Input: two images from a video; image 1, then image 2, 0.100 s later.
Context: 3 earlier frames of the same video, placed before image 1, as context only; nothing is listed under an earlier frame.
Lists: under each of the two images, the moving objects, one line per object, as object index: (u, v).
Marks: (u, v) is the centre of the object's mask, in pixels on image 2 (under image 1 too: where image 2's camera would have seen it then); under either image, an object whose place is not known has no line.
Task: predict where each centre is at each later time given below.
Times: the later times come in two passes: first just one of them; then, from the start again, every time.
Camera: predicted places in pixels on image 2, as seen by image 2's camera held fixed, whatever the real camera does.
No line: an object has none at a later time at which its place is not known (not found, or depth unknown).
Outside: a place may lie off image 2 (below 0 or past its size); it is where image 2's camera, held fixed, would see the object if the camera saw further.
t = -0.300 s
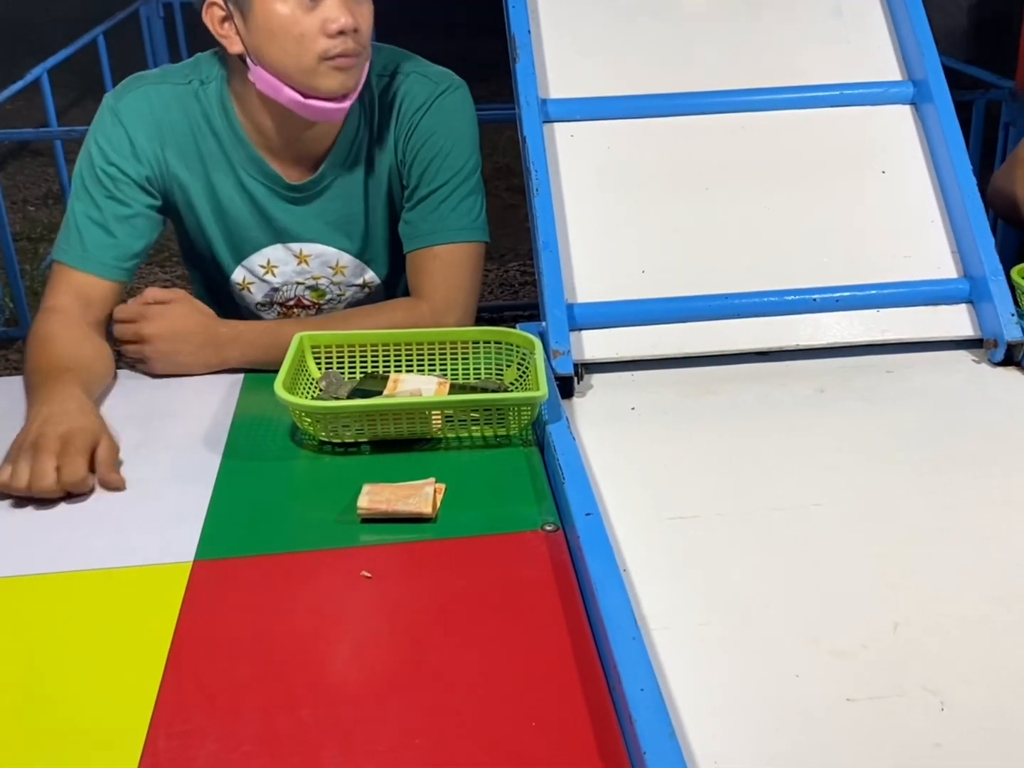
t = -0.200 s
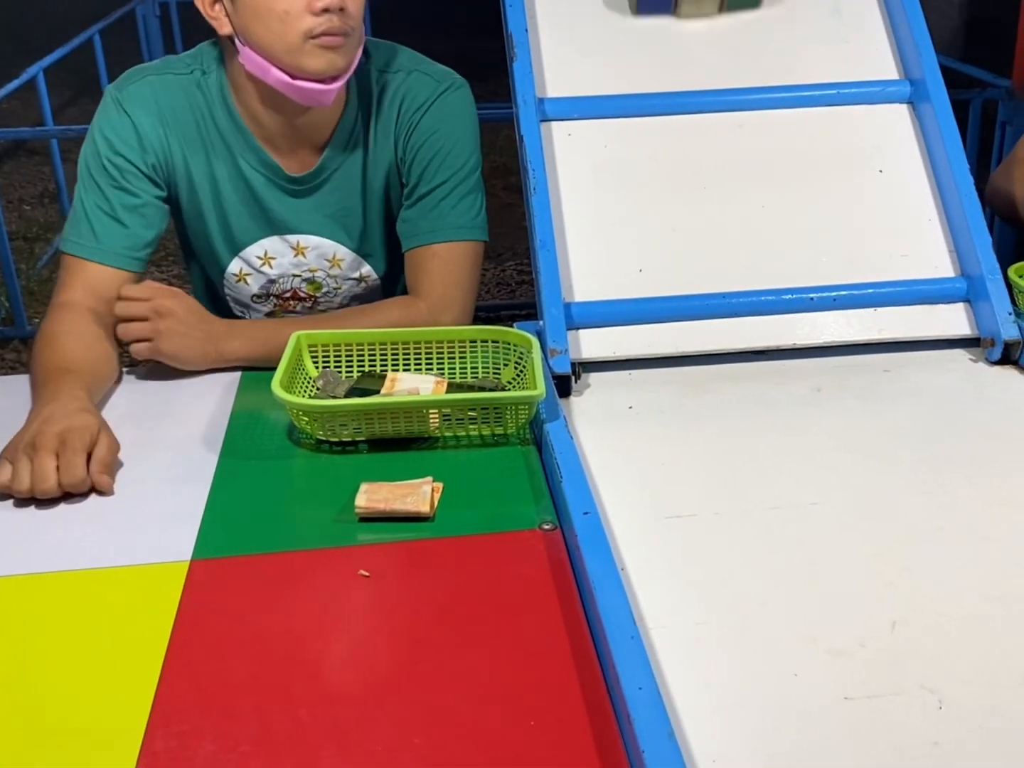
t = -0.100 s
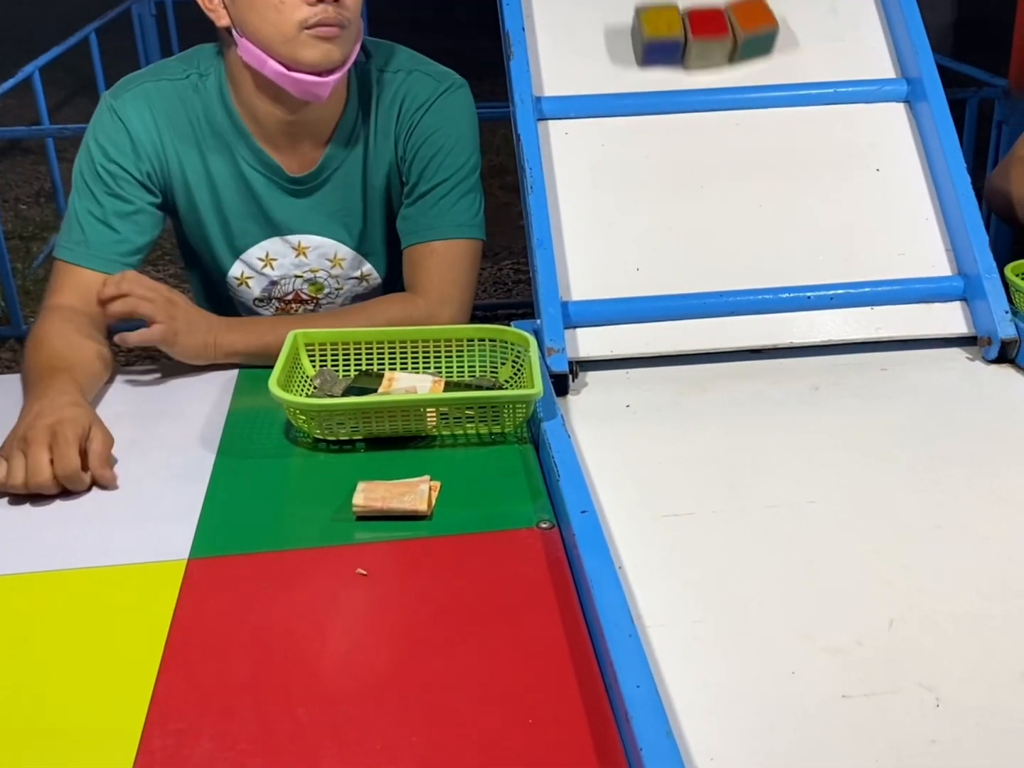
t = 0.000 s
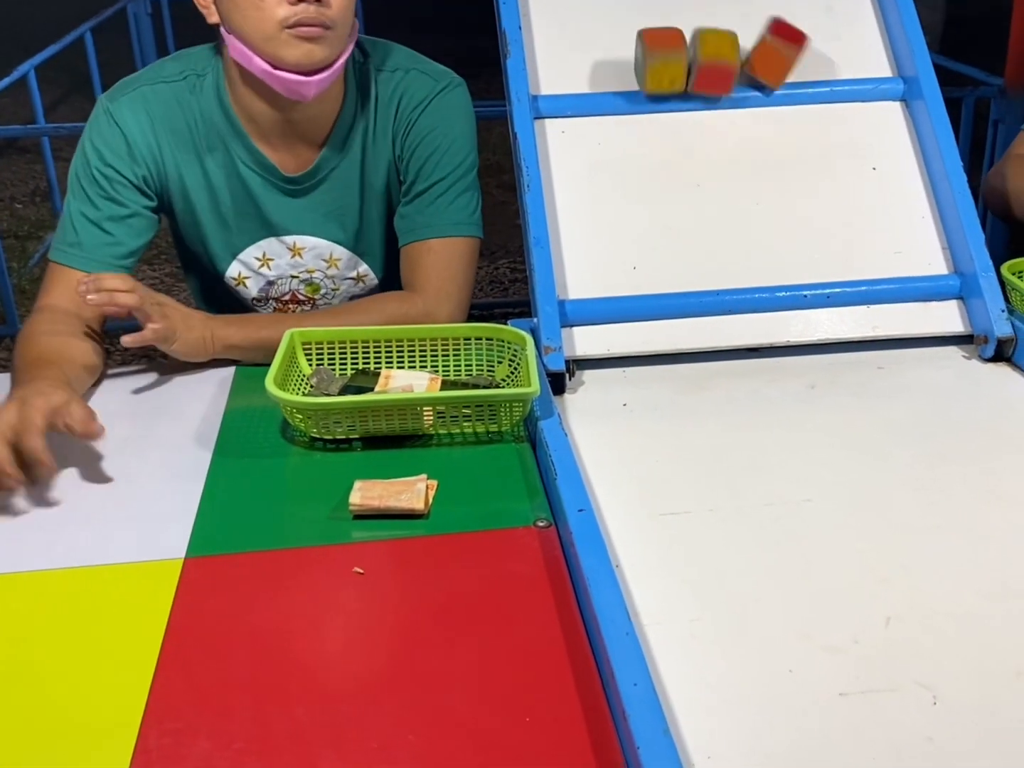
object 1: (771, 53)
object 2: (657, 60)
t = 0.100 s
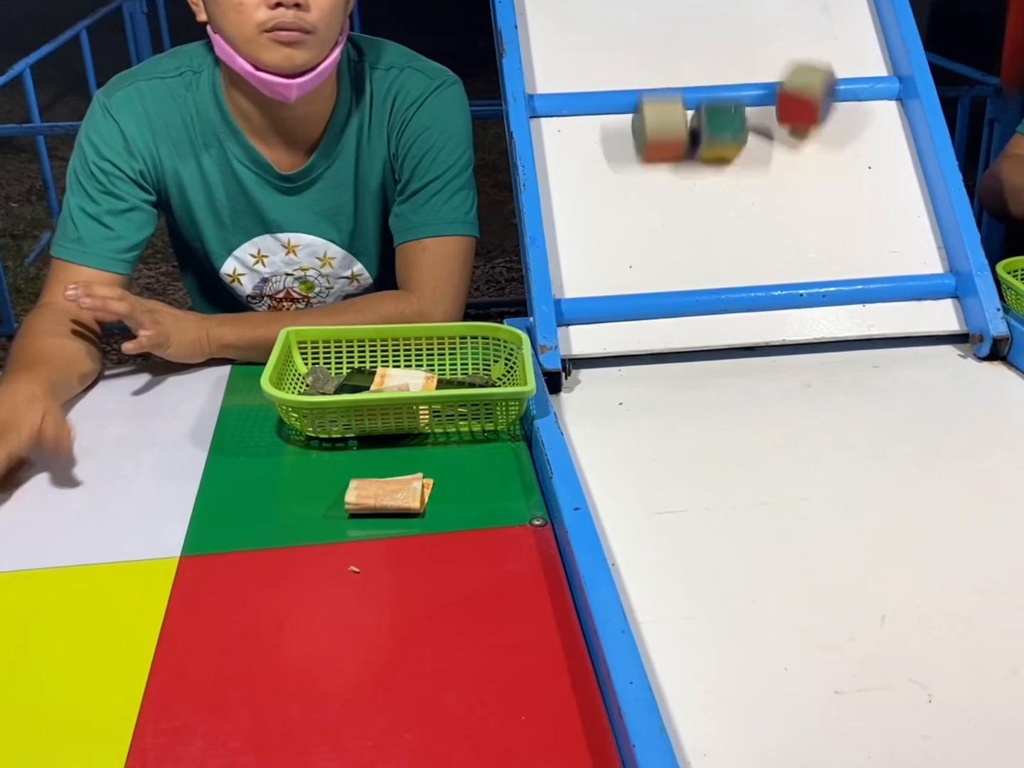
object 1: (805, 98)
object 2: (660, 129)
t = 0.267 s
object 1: (890, 253)
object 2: (660, 272)
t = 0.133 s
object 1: (816, 129)
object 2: (661, 151)
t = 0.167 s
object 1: (833, 156)
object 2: (659, 175)
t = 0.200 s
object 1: (850, 186)
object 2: (659, 202)
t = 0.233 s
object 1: (868, 220)
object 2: (660, 238)
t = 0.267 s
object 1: (890, 253)
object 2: (660, 272)
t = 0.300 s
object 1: (906, 267)
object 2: (662, 297)
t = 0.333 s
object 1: (922, 291)
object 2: (663, 327)
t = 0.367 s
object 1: (938, 331)
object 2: (662, 369)
